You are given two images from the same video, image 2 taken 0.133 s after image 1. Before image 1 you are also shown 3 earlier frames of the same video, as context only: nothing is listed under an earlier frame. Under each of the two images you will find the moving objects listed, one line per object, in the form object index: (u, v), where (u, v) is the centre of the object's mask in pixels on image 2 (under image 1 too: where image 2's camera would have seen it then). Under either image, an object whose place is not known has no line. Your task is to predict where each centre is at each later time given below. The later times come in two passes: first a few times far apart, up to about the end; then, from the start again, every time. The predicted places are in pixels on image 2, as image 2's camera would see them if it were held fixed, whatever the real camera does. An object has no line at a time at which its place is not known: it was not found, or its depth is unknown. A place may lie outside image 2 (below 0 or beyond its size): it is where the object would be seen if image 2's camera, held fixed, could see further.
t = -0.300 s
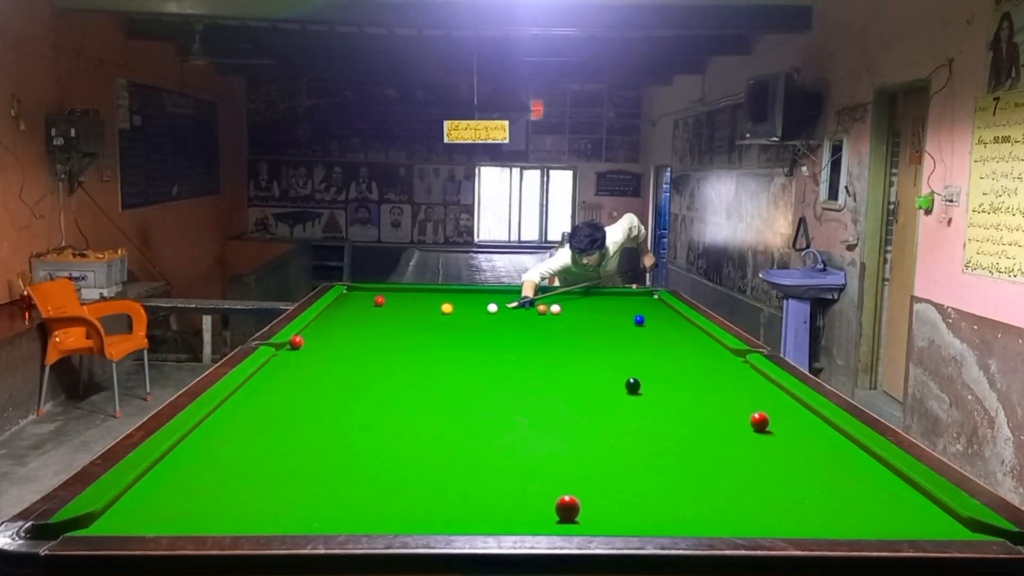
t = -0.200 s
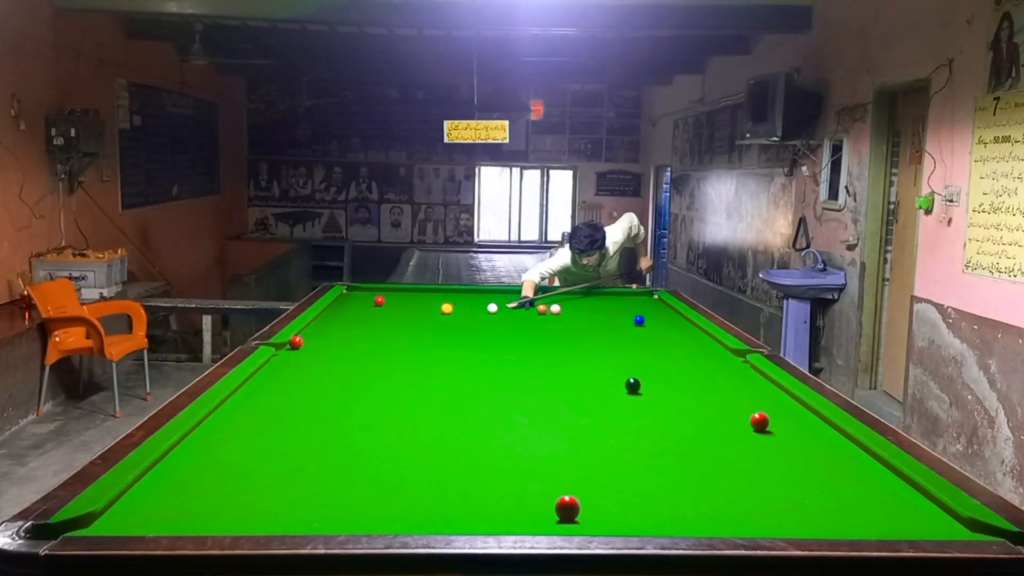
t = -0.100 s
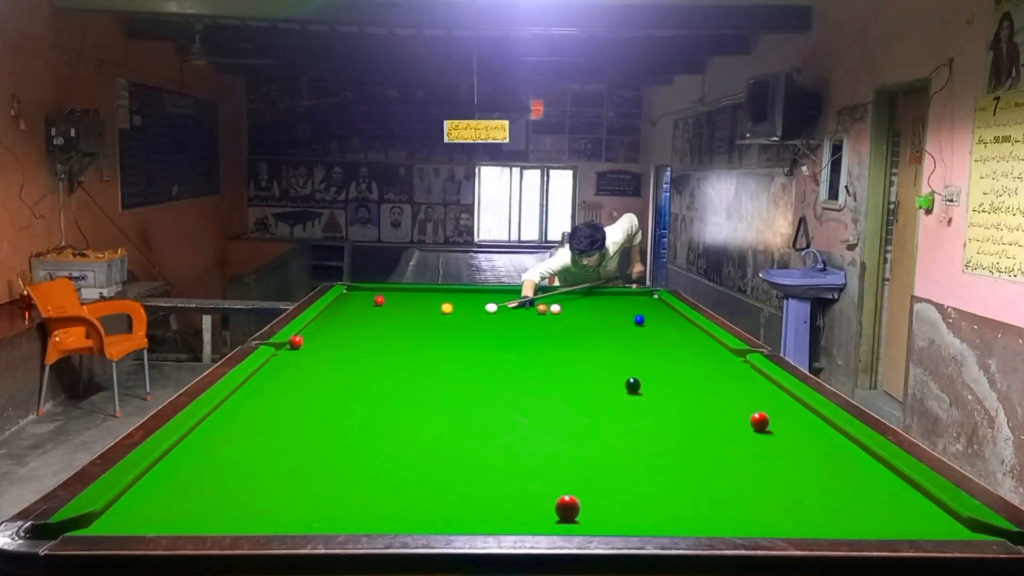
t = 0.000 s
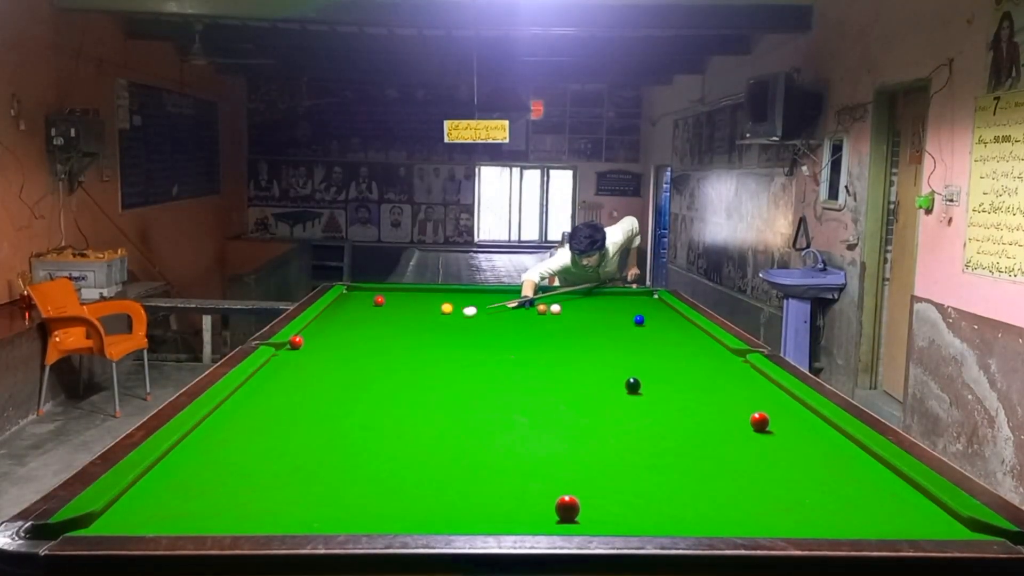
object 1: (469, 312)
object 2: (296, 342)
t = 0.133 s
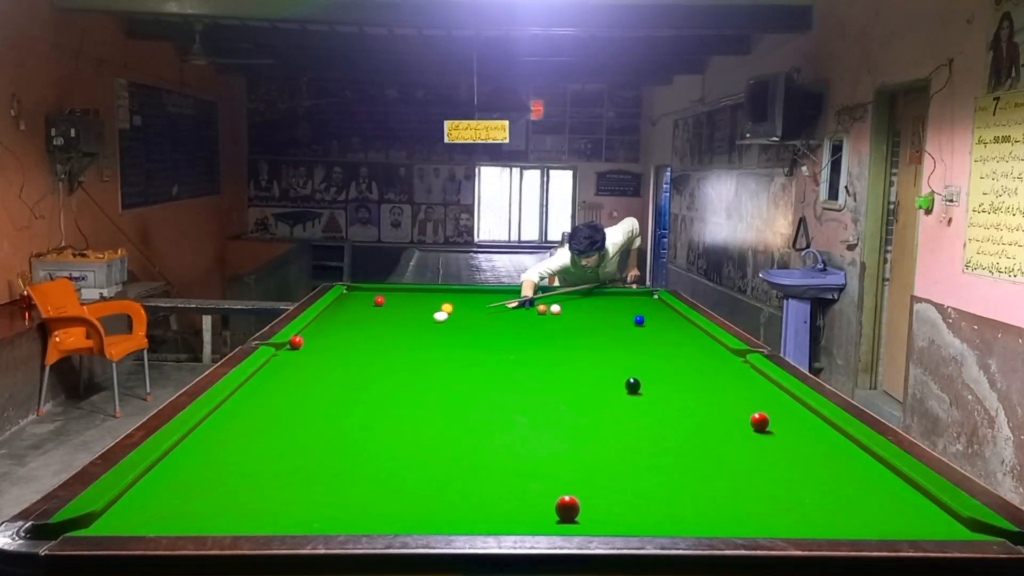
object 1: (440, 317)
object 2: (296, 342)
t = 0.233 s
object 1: (417, 320)
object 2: (296, 342)
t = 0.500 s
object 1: (350, 332)
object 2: (296, 342)
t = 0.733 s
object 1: (298, 340)
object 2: (287, 345)
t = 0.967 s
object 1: (318, 341)
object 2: (295, 347)
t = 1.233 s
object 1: (339, 343)
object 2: (322, 343)
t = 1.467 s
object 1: (364, 343)
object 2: (333, 341)
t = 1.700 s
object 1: (387, 343)
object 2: (343, 339)
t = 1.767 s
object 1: (393, 343)
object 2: (346, 339)
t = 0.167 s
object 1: (433, 318)
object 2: (296, 342)
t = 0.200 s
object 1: (425, 319)
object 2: (296, 342)
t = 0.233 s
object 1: (417, 320)
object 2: (296, 342)
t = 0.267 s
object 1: (409, 322)
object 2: (296, 342)
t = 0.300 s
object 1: (401, 323)
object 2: (296, 342)
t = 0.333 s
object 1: (393, 324)
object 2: (296, 342)
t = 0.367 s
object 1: (385, 326)
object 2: (296, 342)
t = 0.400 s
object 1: (377, 327)
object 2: (296, 342)
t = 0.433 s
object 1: (368, 328)
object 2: (296, 342)
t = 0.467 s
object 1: (359, 330)
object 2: (296, 342)
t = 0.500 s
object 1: (350, 332)
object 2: (296, 342)
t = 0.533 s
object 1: (341, 333)
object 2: (296, 342)
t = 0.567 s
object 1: (332, 334)
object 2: (296, 342)
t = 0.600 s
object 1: (323, 336)
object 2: (296, 342)
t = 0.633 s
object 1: (313, 338)
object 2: (296, 342)
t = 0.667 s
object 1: (306, 339)
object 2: (295, 343)
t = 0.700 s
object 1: (300, 339)
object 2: (291, 344)
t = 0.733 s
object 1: (298, 340)
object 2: (287, 345)
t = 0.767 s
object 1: (302, 340)
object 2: (282, 347)
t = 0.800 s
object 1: (305, 340)
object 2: (279, 348)
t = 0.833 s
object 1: (308, 340)
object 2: (279, 349)
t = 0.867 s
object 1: (310, 340)
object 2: (283, 348)
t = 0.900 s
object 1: (313, 340)
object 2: (287, 348)
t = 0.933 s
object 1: (315, 341)
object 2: (291, 347)
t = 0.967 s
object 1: (318, 341)
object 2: (295, 347)
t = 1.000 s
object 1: (320, 341)
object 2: (299, 346)
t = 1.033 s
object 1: (322, 341)
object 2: (303, 345)
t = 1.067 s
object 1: (325, 342)
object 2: (307, 345)
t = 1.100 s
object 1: (327, 342)
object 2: (311, 344)
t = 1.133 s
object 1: (329, 342)
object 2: (314, 344)
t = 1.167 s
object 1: (331, 342)
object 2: (318, 343)
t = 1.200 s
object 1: (335, 343)
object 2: (320, 343)
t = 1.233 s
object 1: (339, 343)
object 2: (322, 343)
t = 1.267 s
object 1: (343, 342)
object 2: (324, 343)
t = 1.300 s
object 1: (346, 343)
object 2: (325, 342)
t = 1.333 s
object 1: (350, 343)
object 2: (327, 342)
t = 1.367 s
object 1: (353, 343)
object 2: (329, 342)
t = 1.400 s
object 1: (357, 343)
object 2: (330, 341)
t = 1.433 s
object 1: (361, 343)
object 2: (332, 341)
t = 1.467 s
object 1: (364, 343)
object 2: (333, 341)
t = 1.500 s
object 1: (367, 343)
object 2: (335, 341)
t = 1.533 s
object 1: (370, 343)
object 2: (336, 340)
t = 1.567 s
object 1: (374, 343)
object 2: (338, 340)
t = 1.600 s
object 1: (377, 343)
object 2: (339, 340)
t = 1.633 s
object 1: (380, 343)
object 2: (341, 340)
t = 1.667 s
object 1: (384, 343)
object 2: (342, 339)
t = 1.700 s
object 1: (387, 343)
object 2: (343, 339)
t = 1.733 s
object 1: (390, 343)
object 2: (345, 339)
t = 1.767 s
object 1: (393, 343)
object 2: (346, 339)
